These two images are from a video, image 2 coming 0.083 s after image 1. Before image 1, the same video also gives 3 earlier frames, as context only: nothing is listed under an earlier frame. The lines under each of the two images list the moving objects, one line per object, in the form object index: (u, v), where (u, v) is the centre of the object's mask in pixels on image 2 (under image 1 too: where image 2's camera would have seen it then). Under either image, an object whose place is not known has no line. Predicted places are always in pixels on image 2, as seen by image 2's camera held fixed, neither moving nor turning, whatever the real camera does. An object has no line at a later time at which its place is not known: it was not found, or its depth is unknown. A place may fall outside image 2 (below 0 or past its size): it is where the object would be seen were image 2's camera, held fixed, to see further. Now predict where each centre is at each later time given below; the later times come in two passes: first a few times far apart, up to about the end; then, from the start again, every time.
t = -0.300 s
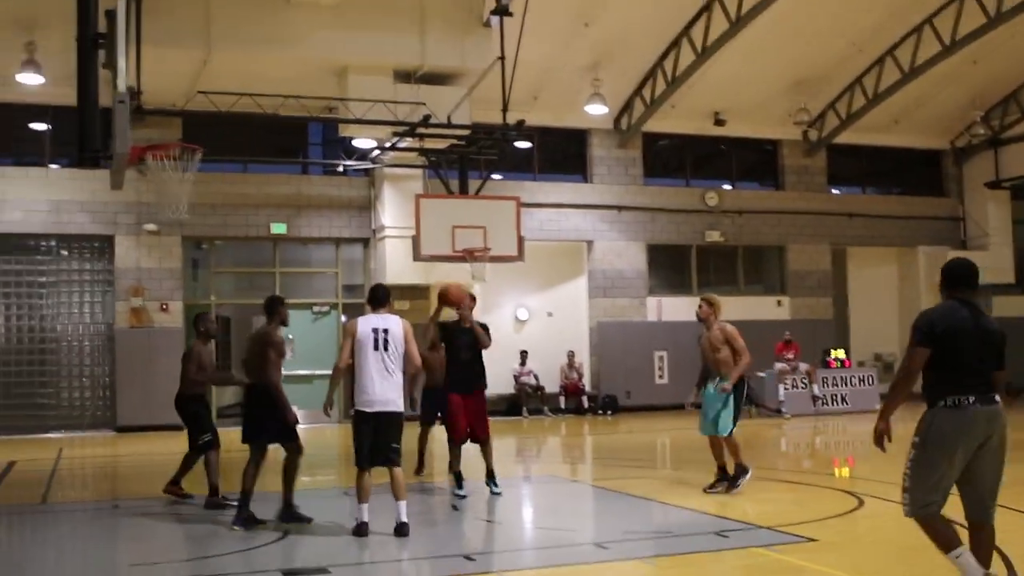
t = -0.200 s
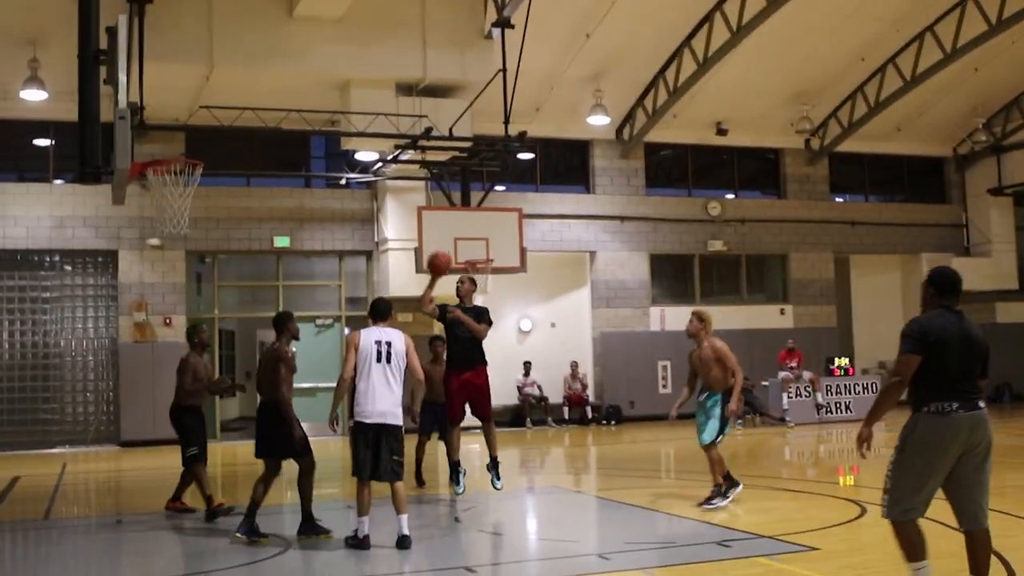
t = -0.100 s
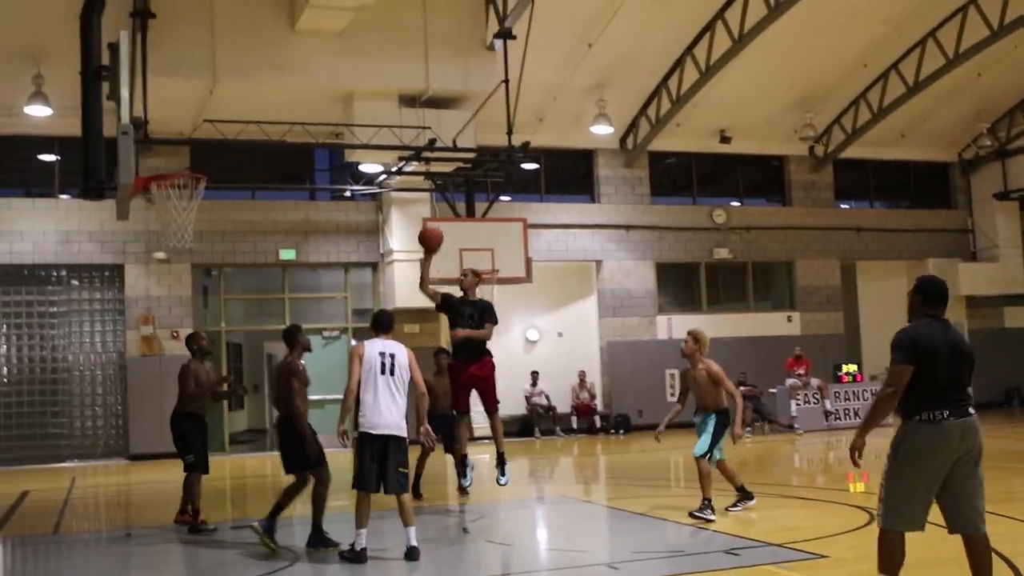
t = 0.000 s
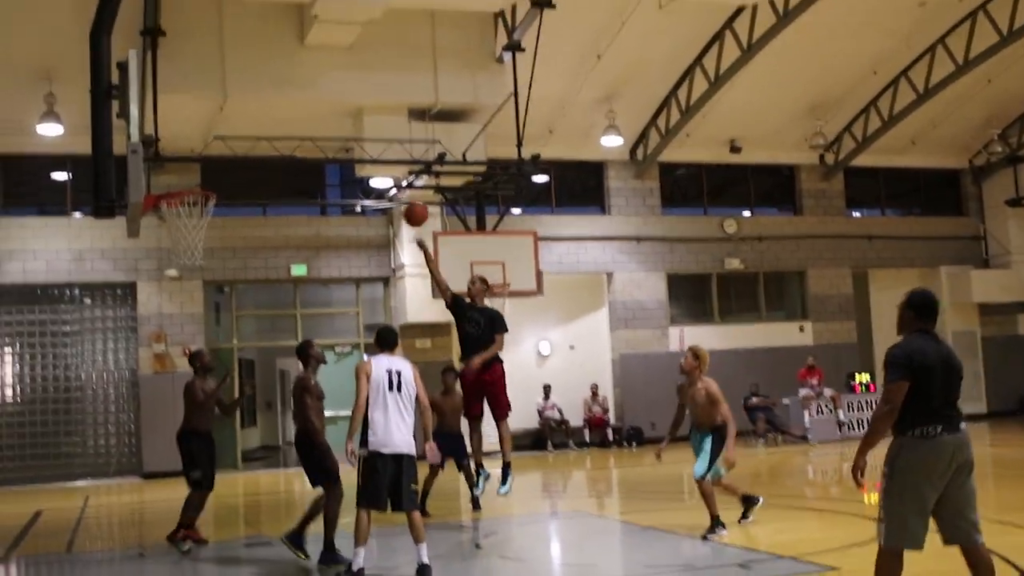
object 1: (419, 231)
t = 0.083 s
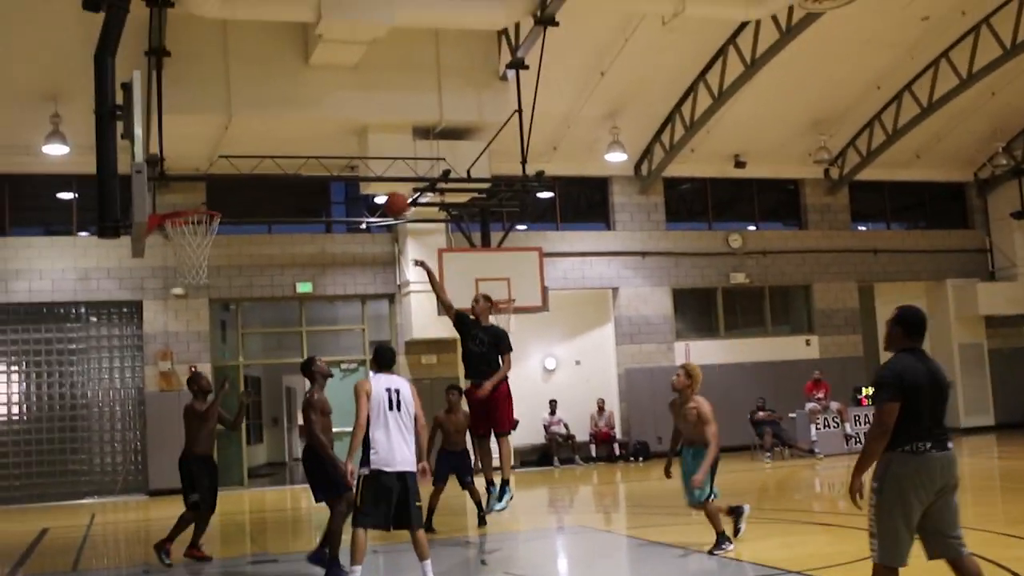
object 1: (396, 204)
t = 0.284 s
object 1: (333, 167)
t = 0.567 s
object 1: (239, 184)
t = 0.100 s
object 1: (390, 199)
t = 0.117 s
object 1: (384, 195)
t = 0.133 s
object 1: (379, 190)
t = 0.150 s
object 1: (374, 187)
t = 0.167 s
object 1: (369, 183)
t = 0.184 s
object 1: (364, 180)
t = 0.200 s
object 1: (359, 177)
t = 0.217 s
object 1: (353, 174)
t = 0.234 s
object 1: (348, 172)
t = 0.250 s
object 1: (342, 169)
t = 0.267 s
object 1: (338, 167)
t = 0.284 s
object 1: (333, 167)
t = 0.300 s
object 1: (328, 165)
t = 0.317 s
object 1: (322, 164)
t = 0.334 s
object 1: (317, 163)
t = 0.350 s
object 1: (312, 162)
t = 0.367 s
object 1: (306, 162)
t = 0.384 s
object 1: (301, 162)
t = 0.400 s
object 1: (295, 163)
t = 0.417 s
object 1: (290, 163)
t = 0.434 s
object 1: (285, 164)
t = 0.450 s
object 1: (279, 166)
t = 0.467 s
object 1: (273, 167)
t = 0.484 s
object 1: (267, 170)
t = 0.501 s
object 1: (262, 172)
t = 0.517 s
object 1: (256, 174)
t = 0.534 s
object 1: (251, 177)
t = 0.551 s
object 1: (245, 180)
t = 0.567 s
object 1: (239, 184)
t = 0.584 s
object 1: (233, 187)
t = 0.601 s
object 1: (228, 192)
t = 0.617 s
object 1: (222, 197)
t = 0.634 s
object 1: (218, 200)
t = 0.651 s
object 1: (215, 200)
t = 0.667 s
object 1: (212, 197)
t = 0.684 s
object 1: (209, 196)
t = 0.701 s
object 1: (207, 194)
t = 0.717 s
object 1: (204, 192)
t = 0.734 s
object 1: (201, 191)
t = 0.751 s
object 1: (199, 191)
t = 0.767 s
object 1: (197, 191)
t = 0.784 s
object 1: (194, 191)
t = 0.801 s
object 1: (191, 191)
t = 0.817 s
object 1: (189, 191)
